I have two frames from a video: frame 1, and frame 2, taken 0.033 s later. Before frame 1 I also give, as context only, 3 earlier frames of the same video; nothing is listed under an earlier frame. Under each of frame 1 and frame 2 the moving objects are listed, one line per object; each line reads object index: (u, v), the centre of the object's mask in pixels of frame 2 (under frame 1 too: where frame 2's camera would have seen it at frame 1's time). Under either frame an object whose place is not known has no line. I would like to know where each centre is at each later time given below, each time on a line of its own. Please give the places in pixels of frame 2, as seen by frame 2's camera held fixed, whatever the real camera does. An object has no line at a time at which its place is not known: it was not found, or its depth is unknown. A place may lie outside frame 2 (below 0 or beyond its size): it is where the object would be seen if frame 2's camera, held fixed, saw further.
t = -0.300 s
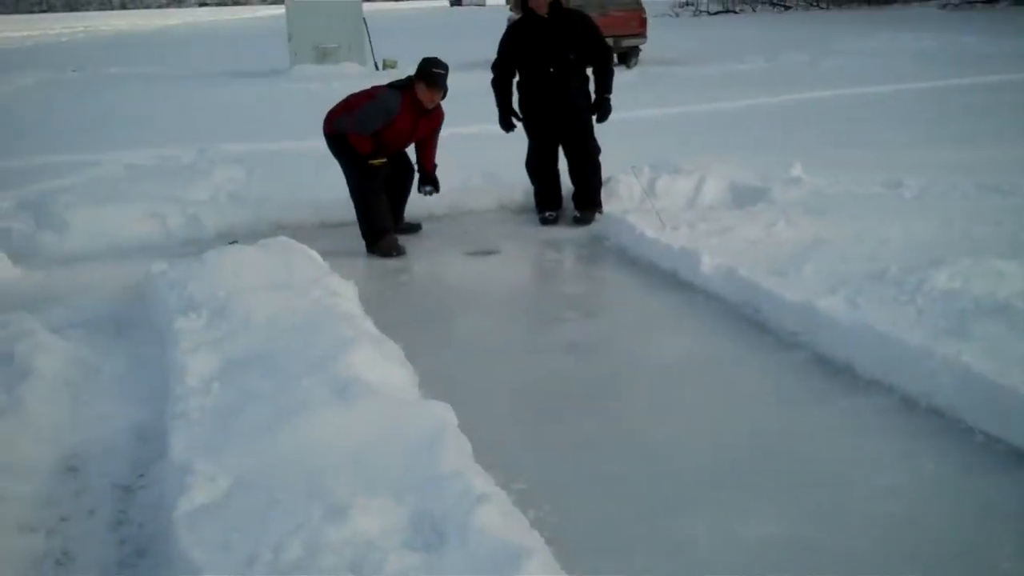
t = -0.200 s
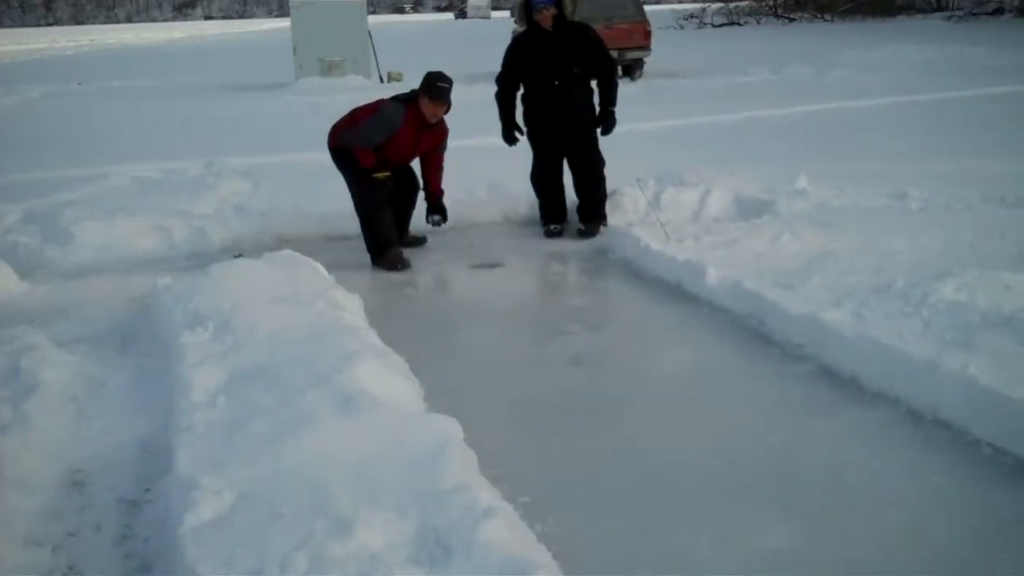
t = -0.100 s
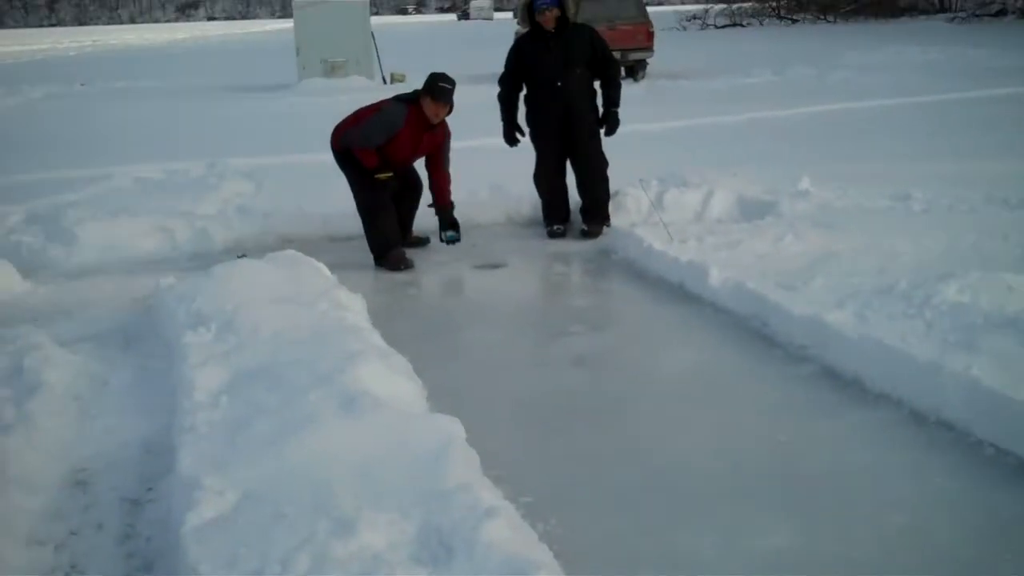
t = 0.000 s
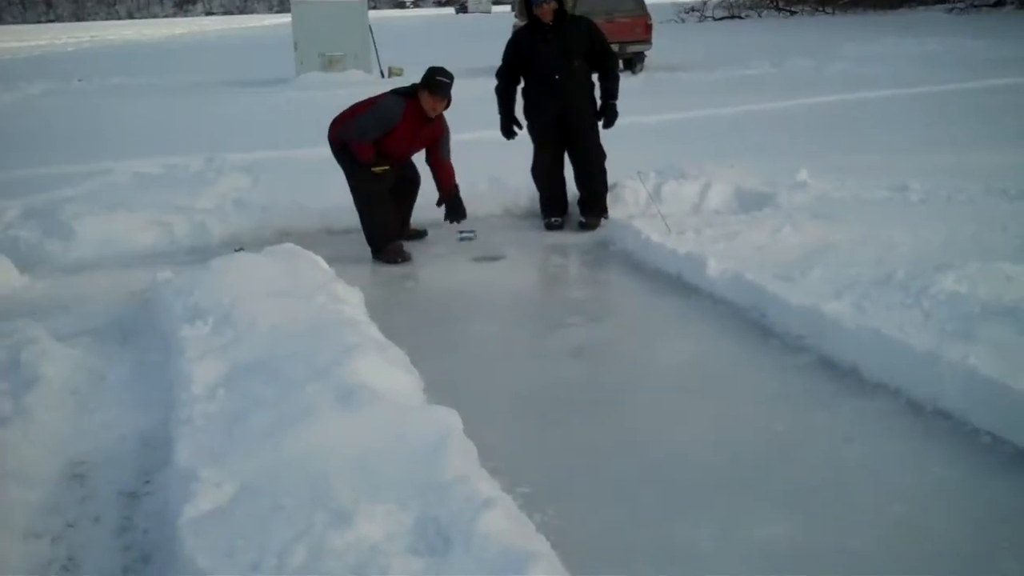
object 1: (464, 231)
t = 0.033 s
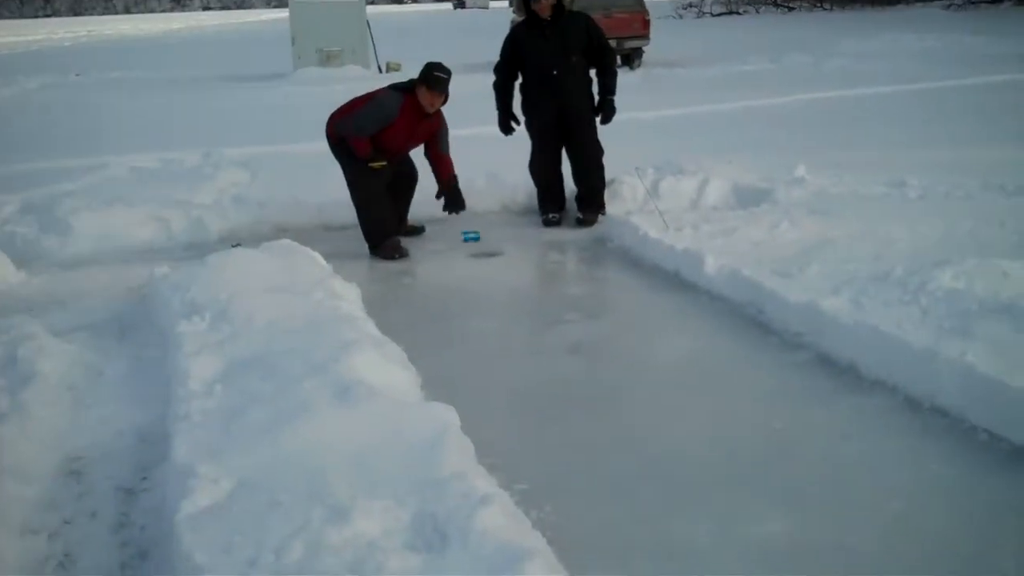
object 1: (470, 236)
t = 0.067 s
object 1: (477, 245)
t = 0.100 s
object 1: (484, 254)
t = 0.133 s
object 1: (491, 266)
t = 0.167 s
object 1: (498, 281)
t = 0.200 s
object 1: (507, 298)
